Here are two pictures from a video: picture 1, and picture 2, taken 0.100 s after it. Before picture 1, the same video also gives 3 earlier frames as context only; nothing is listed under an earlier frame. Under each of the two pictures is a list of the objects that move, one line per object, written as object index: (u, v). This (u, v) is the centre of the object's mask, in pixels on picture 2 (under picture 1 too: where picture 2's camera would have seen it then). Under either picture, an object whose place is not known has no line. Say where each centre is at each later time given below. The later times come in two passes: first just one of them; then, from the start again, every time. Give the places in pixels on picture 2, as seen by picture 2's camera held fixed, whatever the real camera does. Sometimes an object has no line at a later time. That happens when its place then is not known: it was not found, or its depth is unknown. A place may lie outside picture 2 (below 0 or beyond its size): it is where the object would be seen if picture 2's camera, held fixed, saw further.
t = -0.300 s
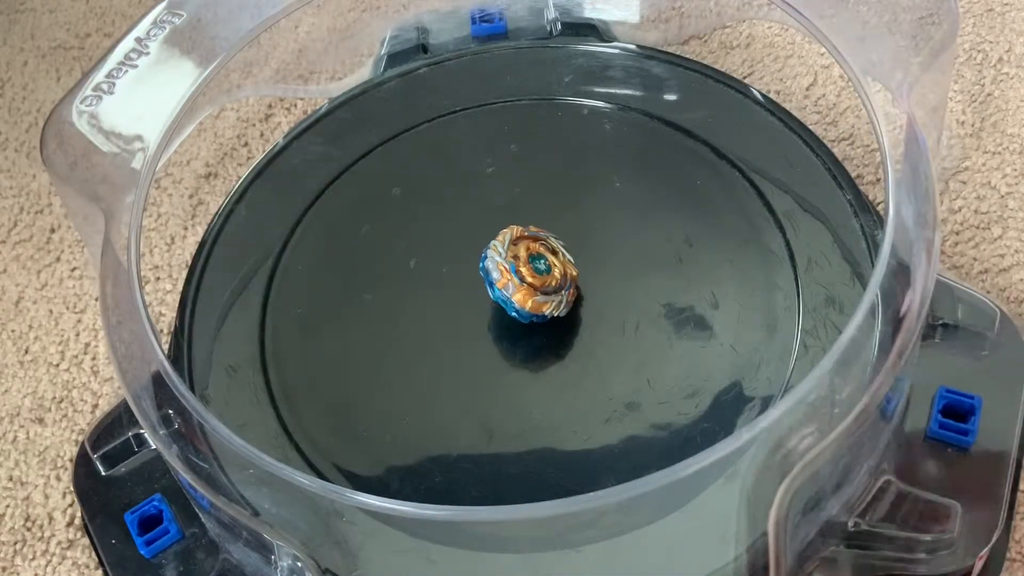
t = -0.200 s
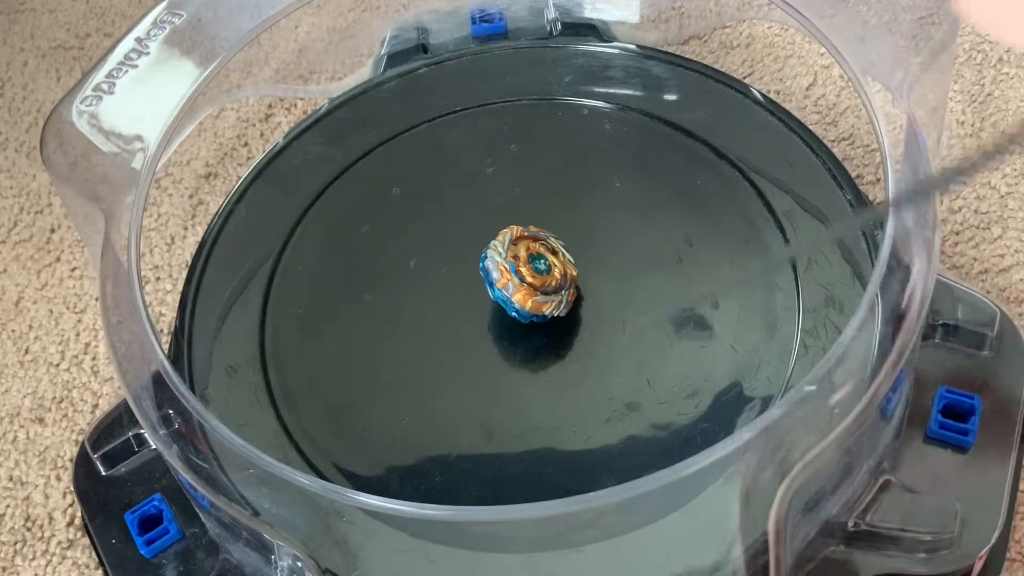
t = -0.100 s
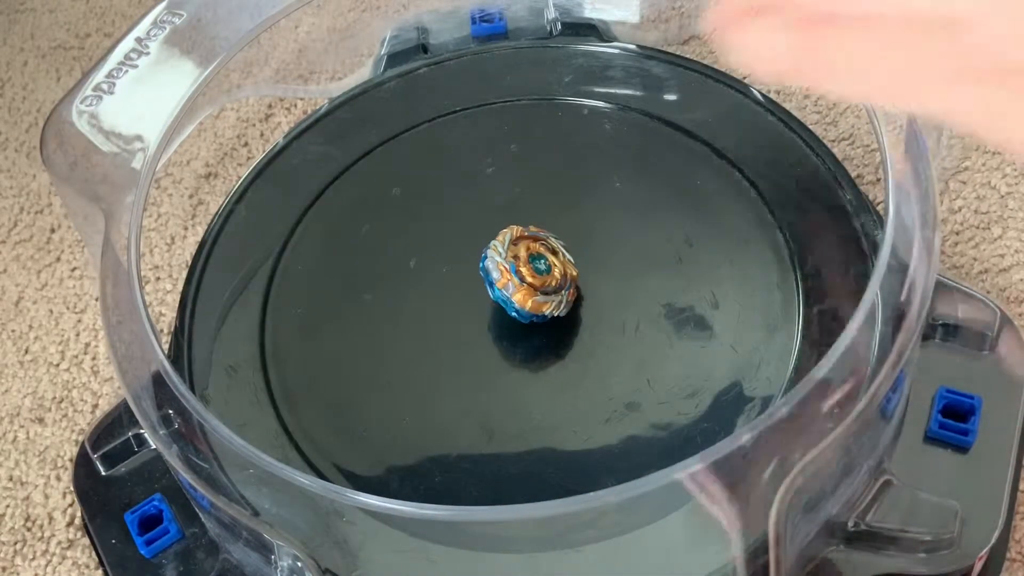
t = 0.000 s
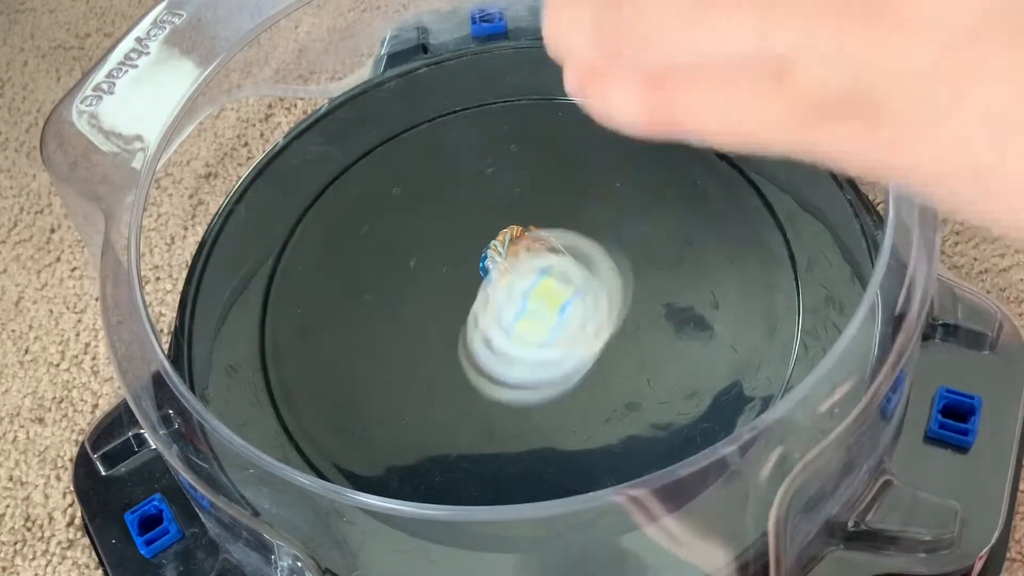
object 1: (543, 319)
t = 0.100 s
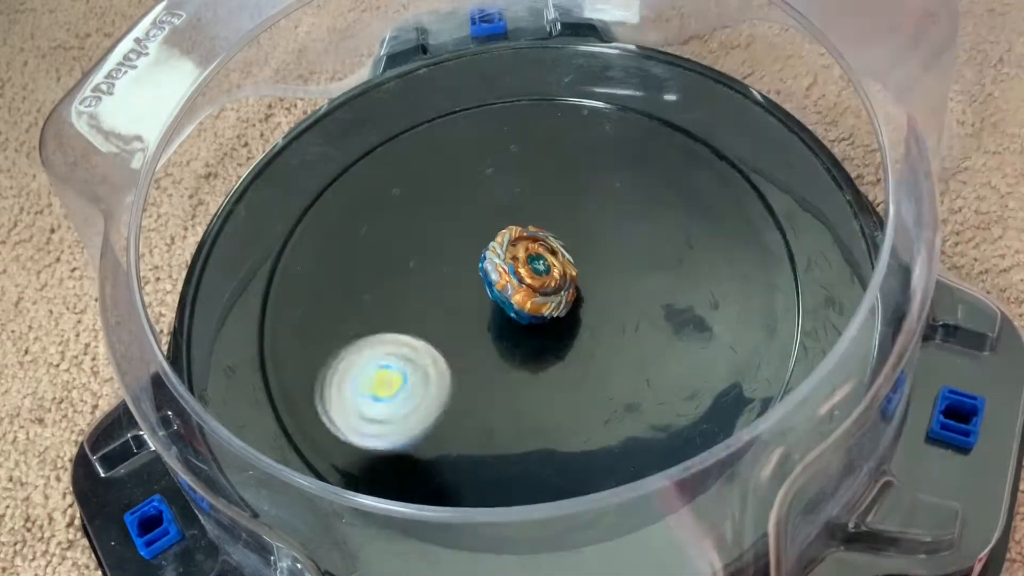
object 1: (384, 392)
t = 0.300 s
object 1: (291, 309)
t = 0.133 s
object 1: (348, 385)
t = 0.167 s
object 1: (317, 378)
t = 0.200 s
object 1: (298, 358)
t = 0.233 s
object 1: (288, 340)
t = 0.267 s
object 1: (286, 323)
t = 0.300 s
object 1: (291, 309)
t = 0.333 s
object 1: (305, 295)
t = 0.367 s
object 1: (323, 285)
